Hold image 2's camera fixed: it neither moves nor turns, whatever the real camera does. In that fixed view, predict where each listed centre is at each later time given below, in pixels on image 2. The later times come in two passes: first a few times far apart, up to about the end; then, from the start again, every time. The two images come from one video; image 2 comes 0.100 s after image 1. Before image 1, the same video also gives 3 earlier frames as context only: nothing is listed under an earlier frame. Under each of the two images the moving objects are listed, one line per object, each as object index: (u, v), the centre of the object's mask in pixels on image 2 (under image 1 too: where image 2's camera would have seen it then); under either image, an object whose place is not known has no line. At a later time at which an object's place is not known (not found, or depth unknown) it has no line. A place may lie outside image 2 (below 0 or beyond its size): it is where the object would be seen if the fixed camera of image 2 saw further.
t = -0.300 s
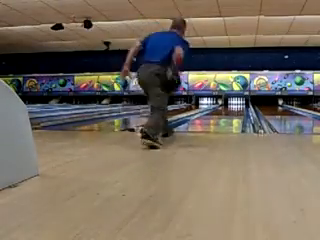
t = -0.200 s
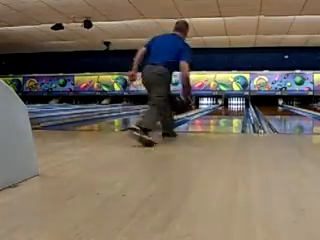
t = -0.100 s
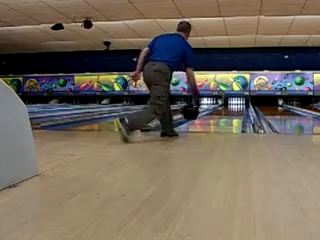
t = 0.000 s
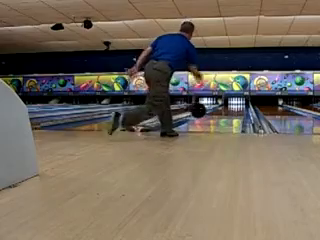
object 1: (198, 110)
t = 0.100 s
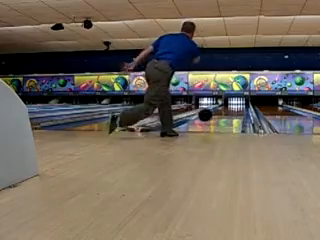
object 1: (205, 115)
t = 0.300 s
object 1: (214, 117)
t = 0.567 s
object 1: (222, 114)
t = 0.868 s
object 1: (228, 111)
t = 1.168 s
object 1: (232, 109)
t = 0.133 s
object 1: (207, 118)
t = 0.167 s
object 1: (208, 120)
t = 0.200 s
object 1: (210, 118)
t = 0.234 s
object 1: (211, 118)
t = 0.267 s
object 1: (213, 117)
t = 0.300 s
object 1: (214, 117)
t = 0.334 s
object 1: (216, 117)
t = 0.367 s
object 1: (217, 117)
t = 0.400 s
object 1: (218, 117)
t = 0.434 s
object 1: (219, 116)
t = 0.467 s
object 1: (220, 115)
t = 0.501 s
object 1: (221, 115)
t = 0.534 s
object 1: (222, 115)
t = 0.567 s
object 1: (222, 114)
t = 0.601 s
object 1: (223, 114)
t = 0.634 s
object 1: (224, 114)
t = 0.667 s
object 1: (225, 114)
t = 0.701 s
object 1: (226, 113)
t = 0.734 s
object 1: (226, 113)
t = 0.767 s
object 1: (227, 112)
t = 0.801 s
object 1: (228, 111)
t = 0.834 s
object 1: (228, 111)
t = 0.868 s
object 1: (228, 111)
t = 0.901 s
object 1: (229, 111)
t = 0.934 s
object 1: (229, 111)
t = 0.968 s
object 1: (230, 111)
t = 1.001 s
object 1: (231, 110)
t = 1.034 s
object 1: (231, 110)
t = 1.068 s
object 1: (231, 110)
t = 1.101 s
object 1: (232, 109)
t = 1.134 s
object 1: (232, 109)
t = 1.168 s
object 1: (232, 109)
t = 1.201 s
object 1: (233, 109)
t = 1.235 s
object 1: (233, 109)
